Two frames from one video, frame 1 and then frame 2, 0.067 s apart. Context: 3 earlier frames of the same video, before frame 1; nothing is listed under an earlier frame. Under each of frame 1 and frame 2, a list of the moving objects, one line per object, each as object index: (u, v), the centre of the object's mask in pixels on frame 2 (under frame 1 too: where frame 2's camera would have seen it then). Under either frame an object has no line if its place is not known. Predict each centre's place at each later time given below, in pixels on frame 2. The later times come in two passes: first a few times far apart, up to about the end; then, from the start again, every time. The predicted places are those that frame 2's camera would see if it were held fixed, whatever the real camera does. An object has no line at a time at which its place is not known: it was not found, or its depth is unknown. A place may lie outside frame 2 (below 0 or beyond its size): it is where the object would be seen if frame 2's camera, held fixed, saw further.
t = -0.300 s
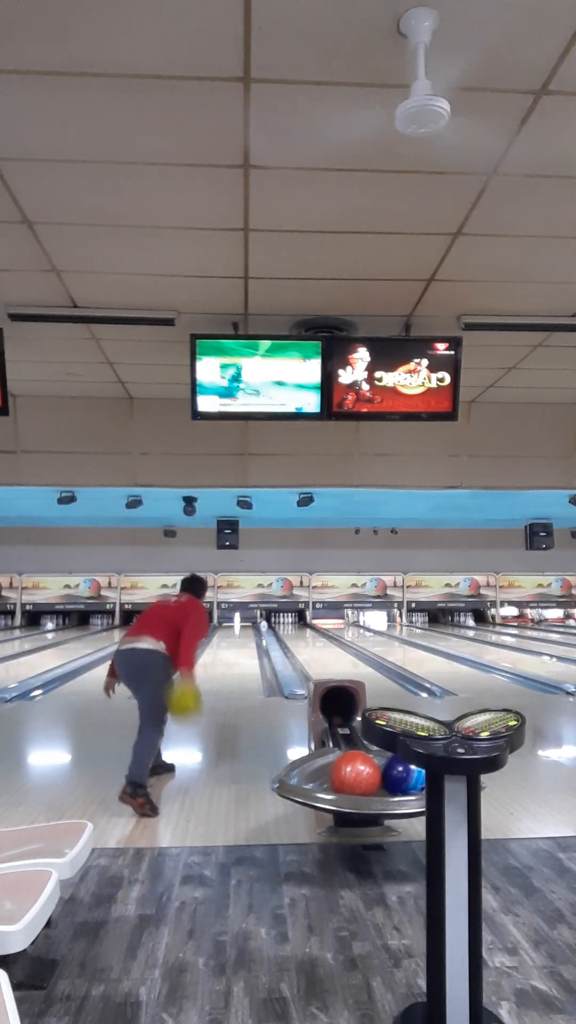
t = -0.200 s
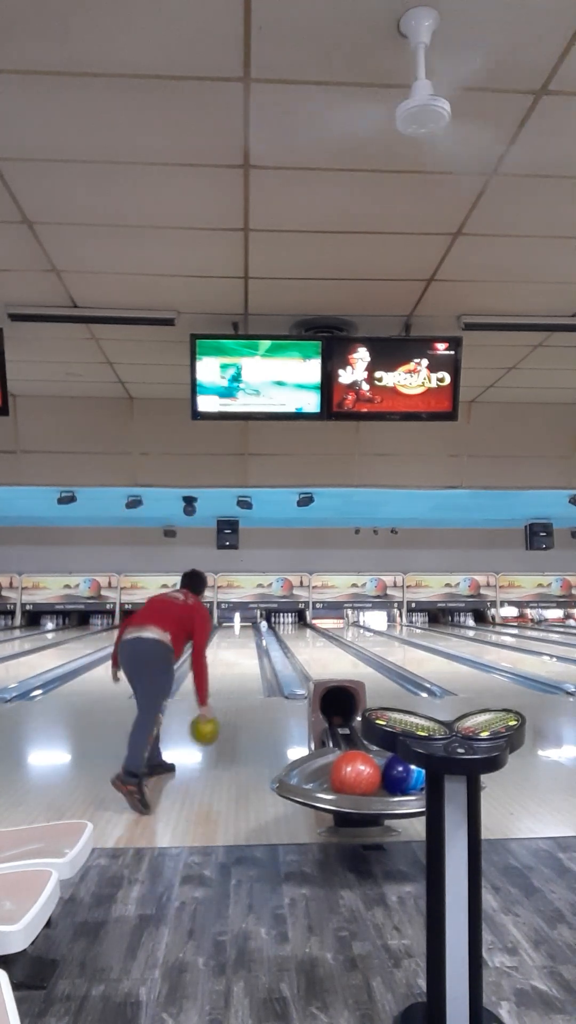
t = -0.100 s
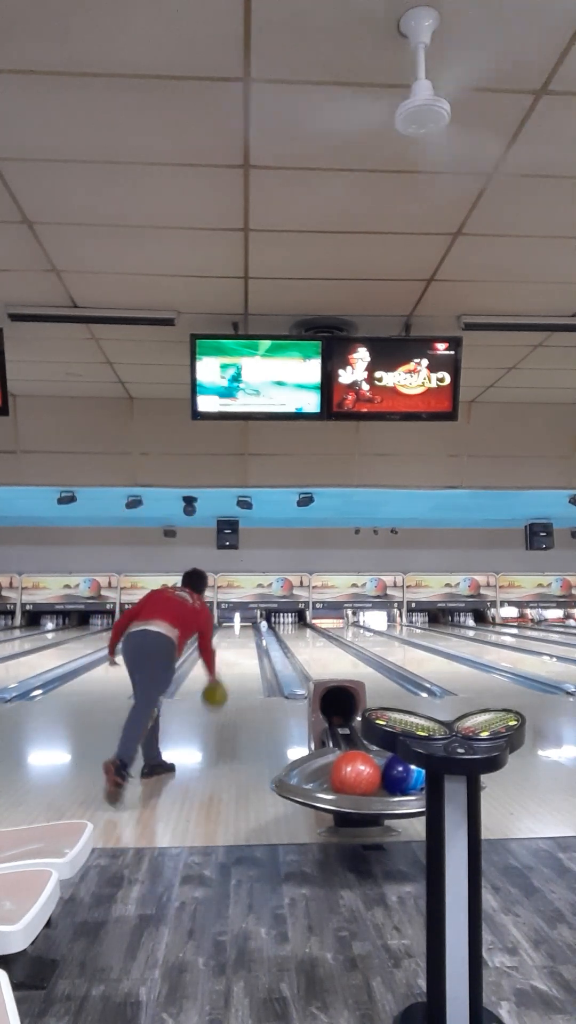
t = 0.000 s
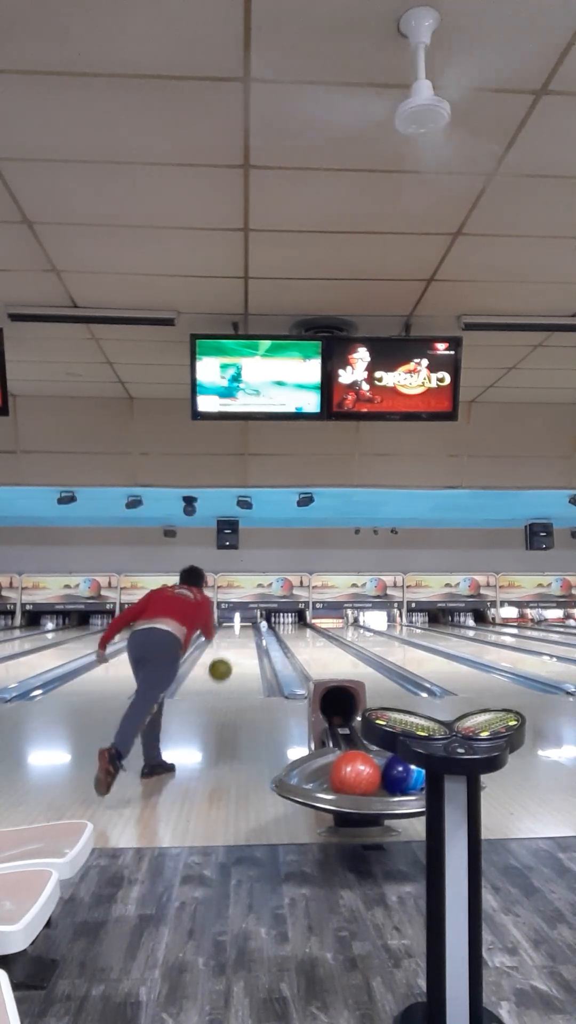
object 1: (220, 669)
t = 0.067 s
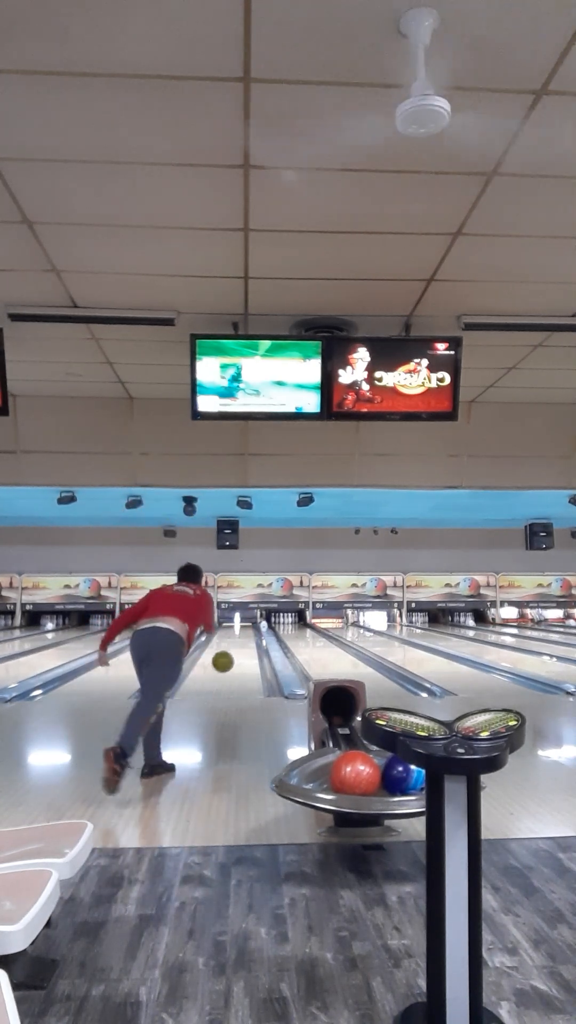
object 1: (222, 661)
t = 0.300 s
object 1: (229, 669)
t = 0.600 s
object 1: (234, 666)
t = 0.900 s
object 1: (238, 655)
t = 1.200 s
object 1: (240, 645)
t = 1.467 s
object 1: (242, 639)
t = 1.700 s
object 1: (242, 635)
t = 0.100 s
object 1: (224, 659)
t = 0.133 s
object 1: (225, 659)
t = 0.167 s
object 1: (226, 659)
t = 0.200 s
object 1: (226, 660)
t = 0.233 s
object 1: (228, 663)
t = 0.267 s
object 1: (229, 665)
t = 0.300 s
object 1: (229, 669)
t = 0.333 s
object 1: (230, 673)
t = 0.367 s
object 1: (230, 678)
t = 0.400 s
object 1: (231, 679)
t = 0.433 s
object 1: (232, 676)
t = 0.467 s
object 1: (232, 673)
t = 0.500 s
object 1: (233, 672)
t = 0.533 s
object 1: (233, 671)
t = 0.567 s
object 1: (234, 669)
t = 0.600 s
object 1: (234, 666)
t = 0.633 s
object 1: (235, 665)
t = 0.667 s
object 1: (235, 663)
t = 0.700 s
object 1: (236, 662)
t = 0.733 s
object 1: (236, 661)
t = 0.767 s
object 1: (236, 660)
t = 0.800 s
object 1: (237, 658)
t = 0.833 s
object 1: (237, 657)
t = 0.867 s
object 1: (238, 656)
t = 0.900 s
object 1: (238, 655)
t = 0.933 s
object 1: (238, 654)
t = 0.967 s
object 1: (238, 652)
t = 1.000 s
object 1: (239, 651)
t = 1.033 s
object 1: (239, 650)
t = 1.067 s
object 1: (239, 649)
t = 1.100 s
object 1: (239, 648)
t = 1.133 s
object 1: (239, 647)
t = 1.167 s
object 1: (240, 646)
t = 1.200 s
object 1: (240, 645)
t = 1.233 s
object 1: (240, 644)
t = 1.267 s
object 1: (240, 643)
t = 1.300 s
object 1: (241, 643)
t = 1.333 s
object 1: (241, 642)
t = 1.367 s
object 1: (241, 641)
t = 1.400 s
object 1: (241, 640)
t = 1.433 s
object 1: (241, 640)
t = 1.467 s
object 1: (242, 639)
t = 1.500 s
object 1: (242, 638)
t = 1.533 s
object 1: (241, 638)
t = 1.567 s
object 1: (242, 637)
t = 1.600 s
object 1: (242, 637)
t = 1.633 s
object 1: (242, 636)
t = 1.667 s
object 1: (242, 635)
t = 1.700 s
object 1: (242, 635)
